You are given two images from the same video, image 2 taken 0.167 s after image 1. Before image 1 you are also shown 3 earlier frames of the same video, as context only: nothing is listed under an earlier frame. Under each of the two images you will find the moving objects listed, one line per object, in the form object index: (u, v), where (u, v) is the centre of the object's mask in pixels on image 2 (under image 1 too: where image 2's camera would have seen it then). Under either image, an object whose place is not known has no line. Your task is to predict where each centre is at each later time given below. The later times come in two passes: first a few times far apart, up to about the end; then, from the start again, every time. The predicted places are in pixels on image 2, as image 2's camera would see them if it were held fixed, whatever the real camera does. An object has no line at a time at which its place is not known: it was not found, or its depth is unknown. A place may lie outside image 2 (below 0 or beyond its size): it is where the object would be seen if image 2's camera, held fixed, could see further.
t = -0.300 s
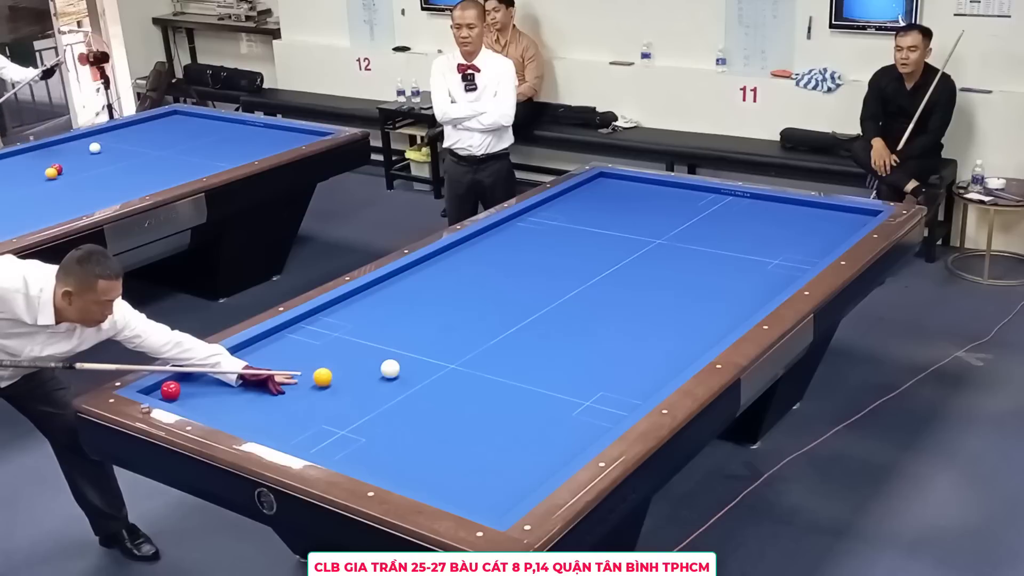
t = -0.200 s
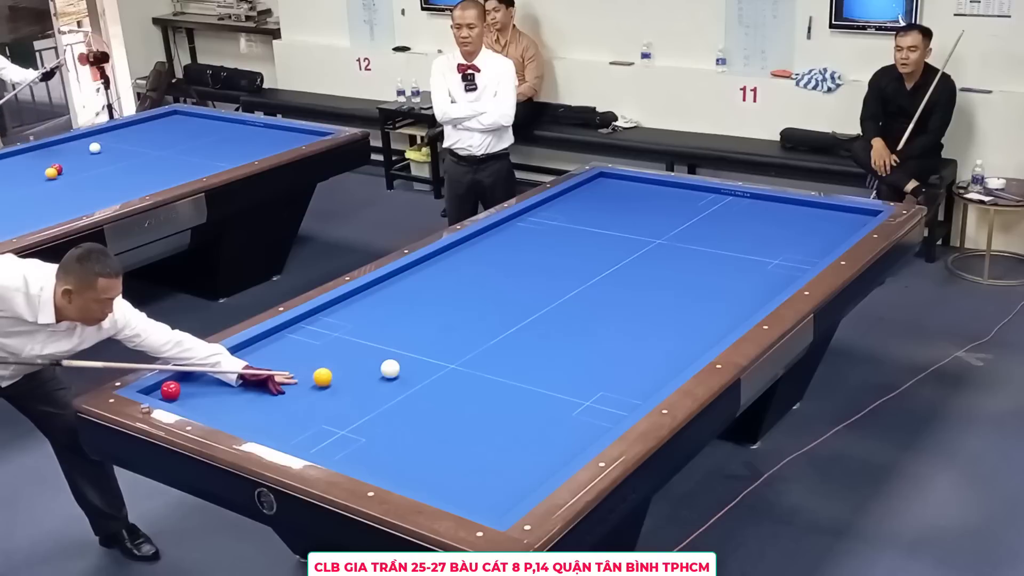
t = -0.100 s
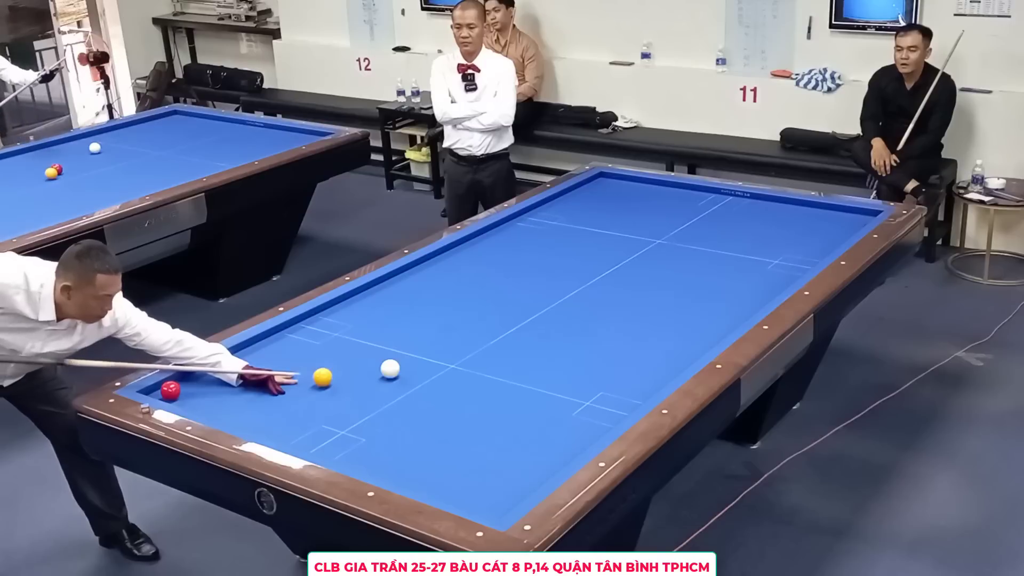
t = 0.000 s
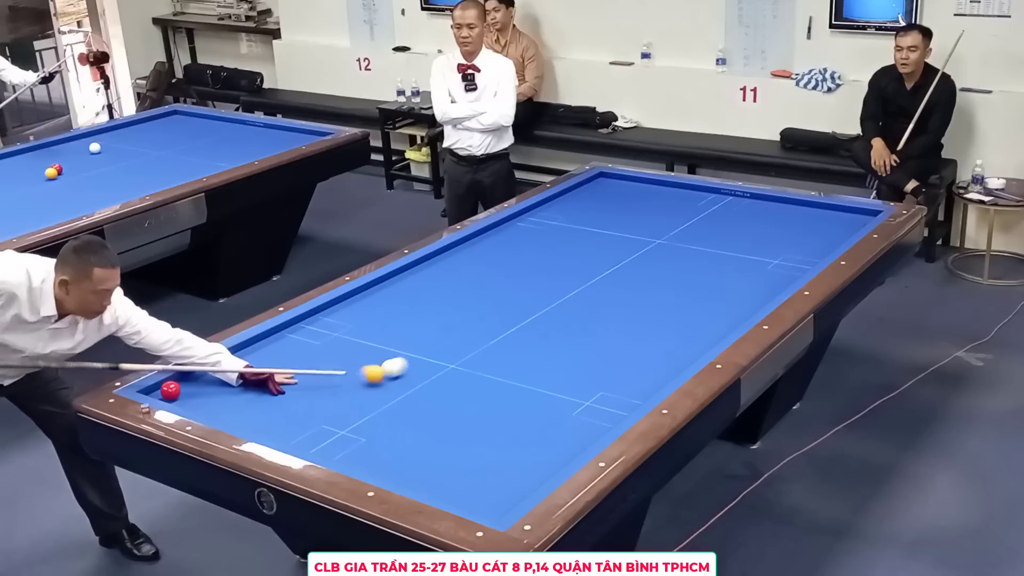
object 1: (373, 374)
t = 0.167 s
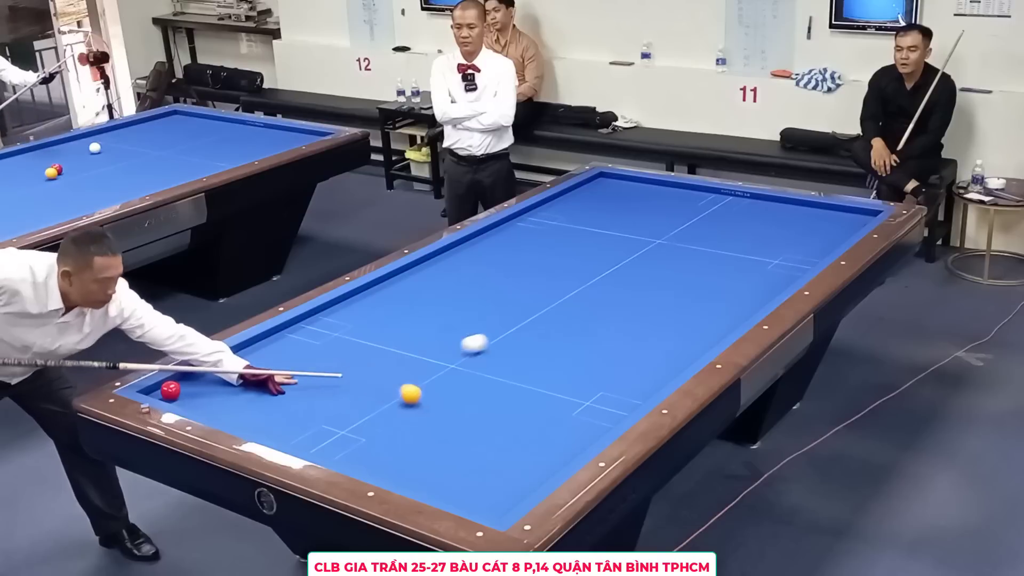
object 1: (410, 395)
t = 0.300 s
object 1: (447, 408)
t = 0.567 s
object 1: (527, 437)
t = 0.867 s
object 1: (526, 448)
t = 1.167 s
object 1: (456, 441)
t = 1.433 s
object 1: (397, 436)
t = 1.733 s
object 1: (333, 430)
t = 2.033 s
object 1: (273, 424)
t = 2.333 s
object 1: (225, 414)
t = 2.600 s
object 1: (203, 402)
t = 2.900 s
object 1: (190, 389)
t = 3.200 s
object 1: (196, 378)
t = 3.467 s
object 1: (200, 369)
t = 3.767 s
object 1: (217, 364)
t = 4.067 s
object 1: (234, 360)
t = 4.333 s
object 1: (248, 357)
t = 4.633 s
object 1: (262, 354)
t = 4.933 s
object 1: (275, 351)
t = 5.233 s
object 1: (287, 348)
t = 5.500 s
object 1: (296, 346)
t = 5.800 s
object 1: (305, 344)
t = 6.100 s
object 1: (314, 342)
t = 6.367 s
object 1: (320, 340)
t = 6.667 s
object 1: (302, 340)
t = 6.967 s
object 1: (287, 340)
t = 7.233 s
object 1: (273, 340)
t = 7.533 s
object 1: (260, 340)
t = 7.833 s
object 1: (259, 343)
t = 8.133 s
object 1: (260, 346)
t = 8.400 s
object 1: (261, 347)
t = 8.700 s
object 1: (262, 349)
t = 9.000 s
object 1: (263, 351)
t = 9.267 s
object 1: (263, 351)
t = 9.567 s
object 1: (264, 352)
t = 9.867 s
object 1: (265, 352)
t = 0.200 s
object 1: (419, 398)
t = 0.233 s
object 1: (428, 401)
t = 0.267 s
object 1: (437, 405)
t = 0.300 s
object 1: (447, 408)
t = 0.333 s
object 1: (456, 412)
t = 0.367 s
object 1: (466, 415)
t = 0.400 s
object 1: (476, 419)
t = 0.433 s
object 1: (486, 422)
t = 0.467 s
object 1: (496, 426)
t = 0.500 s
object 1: (506, 429)
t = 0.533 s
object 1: (516, 433)
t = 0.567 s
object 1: (527, 437)
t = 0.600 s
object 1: (537, 441)
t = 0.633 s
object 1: (548, 444)
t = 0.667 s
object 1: (558, 448)
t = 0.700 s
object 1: (568, 451)
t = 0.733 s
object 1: (565, 452)
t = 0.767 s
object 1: (555, 451)
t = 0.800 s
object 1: (544, 450)
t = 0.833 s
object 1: (535, 449)
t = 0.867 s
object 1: (526, 448)
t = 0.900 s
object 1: (518, 447)
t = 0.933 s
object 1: (510, 446)
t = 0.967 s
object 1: (502, 446)
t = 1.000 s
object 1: (494, 445)
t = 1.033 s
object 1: (486, 444)
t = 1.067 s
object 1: (479, 443)
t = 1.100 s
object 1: (471, 443)
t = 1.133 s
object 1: (463, 442)
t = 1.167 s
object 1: (456, 441)
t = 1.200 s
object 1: (448, 440)
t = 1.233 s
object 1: (441, 440)
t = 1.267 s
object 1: (433, 439)
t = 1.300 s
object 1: (426, 438)
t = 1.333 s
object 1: (419, 438)
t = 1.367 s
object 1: (411, 437)
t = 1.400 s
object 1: (404, 436)
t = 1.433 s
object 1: (397, 436)
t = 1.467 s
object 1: (389, 435)
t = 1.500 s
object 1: (382, 434)
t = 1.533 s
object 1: (375, 434)
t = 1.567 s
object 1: (368, 433)
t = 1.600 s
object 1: (361, 432)
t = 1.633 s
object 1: (354, 432)
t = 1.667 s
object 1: (347, 431)
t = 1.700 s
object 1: (340, 430)
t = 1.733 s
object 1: (333, 430)
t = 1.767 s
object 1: (327, 429)
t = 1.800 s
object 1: (320, 428)
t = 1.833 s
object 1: (313, 428)
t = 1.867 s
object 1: (306, 427)
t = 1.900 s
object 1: (299, 427)
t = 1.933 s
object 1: (292, 426)
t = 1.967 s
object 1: (286, 425)
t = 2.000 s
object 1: (279, 425)
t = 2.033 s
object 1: (273, 424)
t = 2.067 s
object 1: (266, 424)
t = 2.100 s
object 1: (260, 423)
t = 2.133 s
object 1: (254, 422)
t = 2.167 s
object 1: (247, 421)
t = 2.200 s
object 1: (241, 420)
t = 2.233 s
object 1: (235, 418)
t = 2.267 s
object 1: (230, 417)
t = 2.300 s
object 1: (228, 416)
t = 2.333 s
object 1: (225, 414)
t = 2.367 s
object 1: (222, 413)
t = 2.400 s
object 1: (219, 411)
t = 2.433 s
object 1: (216, 410)
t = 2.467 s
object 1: (213, 408)
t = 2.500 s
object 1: (211, 407)
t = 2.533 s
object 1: (208, 405)
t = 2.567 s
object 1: (205, 404)
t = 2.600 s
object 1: (203, 402)
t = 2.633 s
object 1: (200, 401)
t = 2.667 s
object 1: (197, 399)
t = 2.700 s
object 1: (195, 397)
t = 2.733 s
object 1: (192, 396)
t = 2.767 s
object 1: (190, 394)
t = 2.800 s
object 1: (188, 393)
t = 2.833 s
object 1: (189, 391)
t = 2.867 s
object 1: (190, 390)
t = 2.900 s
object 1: (190, 389)
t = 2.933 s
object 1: (191, 387)
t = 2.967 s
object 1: (191, 386)
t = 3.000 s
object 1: (192, 385)
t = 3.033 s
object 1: (193, 383)
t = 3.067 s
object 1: (193, 382)
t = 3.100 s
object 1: (194, 381)
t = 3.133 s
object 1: (195, 380)
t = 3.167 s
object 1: (195, 379)
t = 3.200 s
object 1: (196, 378)
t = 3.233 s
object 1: (196, 376)
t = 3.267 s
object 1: (197, 375)
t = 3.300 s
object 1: (198, 374)
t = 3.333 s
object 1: (198, 373)
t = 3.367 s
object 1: (198, 372)
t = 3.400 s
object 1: (199, 371)
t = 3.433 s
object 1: (200, 370)
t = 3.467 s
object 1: (200, 369)
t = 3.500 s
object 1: (201, 368)
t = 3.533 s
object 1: (203, 367)
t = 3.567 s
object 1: (205, 367)
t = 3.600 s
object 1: (207, 366)
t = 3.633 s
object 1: (209, 366)
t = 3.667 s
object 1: (211, 365)
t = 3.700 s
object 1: (213, 365)
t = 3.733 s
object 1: (215, 365)
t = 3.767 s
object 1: (217, 364)
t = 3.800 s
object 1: (219, 363)
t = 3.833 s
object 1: (221, 363)
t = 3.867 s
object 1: (223, 362)
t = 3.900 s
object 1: (225, 362)
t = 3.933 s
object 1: (227, 362)
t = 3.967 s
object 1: (229, 361)
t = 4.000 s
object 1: (231, 361)
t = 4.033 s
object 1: (232, 360)
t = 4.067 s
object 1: (234, 360)
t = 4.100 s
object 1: (236, 360)
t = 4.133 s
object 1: (238, 359)
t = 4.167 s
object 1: (239, 359)
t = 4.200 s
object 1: (241, 359)
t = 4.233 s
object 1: (243, 358)
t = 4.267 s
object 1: (245, 358)
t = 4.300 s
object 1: (246, 357)
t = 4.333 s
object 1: (248, 357)
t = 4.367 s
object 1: (249, 357)
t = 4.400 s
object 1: (251, 356)
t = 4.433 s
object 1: (253, 356)
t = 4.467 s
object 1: (254, 355)
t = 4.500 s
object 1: (256, 355)
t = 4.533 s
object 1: (257, 355)
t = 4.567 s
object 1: (259, 354)
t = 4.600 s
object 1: (261, 354)
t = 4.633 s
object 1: (262, 354)
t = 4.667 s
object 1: (263, 354)
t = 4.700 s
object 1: (265, 353)
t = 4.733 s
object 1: (266, 353)
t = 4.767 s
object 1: (268, 352)
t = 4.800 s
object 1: (269, 352)
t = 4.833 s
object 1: (271, 352)
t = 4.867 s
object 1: (272, 351)
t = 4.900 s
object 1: (274, 351)
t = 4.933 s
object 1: (275, 351)
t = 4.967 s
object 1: (276, 350)
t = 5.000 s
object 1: (278, 350)
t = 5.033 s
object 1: (279, 350)
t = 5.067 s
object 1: (280, 349)
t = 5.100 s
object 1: (282, 349)
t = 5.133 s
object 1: (283, 349)
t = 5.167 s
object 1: (284, 349)
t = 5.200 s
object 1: (285, 348)
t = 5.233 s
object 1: (287, 348)
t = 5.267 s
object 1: (288, 348)
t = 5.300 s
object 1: (289, 348)
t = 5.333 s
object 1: (290, 347)
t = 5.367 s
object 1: (291, 347)
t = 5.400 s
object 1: (293, 347)
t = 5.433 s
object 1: (294, 347)
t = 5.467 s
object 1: (295, 346)
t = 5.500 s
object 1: (296, 346)
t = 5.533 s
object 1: (297, 346)
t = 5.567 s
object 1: (298, 346)
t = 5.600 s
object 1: (299, 345)
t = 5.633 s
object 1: (300, 345)
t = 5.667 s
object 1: (301, 345)
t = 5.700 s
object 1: (302, 344)
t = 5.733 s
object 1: (303, 344)
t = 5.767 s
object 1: (304, 344)
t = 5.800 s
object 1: (305, 344)
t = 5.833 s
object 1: (306, 343)
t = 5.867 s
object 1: (307, 343)
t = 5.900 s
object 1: (308, 343)
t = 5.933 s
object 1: (309, 343)
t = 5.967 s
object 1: (310, 342)
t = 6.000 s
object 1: (311, 342)
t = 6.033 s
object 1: (312, 342)
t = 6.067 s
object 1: (313, 342)
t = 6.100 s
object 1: (314, 342)
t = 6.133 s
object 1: (315, 341)
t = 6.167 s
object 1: (315, 341)
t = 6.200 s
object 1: (316, 341)
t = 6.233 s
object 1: (317, 341)
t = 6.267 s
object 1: (318, 341)
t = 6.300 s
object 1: (319, 341)
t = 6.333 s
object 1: (319, 341)
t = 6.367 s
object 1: (320, 340)
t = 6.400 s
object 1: (319, 340)
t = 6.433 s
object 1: (316, 340)
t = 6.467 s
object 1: (314, 340)
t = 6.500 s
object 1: (312, 340)
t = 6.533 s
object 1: (310, 340)
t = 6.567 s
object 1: (308, 340)
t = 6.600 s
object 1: (306, 340)
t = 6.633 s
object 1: (304, 340)
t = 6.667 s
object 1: (302, 340)
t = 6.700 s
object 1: (301, 340)
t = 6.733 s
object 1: (299, 340)
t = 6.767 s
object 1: (297, 340)
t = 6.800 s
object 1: (295, 341)
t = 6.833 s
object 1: (293, 340)
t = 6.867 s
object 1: (292, 340)
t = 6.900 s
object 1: (290, 341)
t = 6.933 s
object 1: (288, 340)
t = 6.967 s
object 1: (287, 340)
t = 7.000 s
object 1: (285, 340)
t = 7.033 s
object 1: (283, 340)
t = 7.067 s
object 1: (282, 340)
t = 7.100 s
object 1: (280, 340)
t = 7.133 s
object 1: (278, 340)
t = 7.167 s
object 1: (277, 340)
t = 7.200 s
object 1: (275, 340)
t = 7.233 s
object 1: (273, 340)
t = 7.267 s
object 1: (272, 340)
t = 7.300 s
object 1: (270, 340)
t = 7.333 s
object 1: (269, 340)
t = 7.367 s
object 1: (267, 340)
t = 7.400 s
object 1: (266, 340)
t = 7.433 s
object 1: (264, 340)
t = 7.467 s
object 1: (263, 340)
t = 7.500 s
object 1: (261, 340)
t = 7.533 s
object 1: (260, 340)
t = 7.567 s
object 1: (258, 341)
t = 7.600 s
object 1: (258, 341)
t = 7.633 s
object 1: (258, 341)
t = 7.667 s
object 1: (258, 341)
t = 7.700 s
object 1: (258, 342)
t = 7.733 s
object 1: (258, 342)
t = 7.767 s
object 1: (258, 342)
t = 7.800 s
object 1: (259, 343)
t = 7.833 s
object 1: (259, 343)
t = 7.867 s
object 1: (259, 343)
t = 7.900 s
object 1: (259, 343)
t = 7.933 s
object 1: (260, 344)
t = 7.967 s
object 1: (260, 344)
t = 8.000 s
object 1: (260, 344)
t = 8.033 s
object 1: (260, 345)
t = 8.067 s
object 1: (260, 345)
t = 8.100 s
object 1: (260, 345)
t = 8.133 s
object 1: (260, 346)
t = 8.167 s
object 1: (260, 346)
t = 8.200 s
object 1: (260, 346)
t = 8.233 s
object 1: (261, 346)
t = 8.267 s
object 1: (261, 347)
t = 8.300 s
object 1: (261, 347)
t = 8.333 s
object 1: (261, 347)
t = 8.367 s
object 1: (261, 347)
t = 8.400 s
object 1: (261, 347)
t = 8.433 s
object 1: (261, 348)
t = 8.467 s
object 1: (261, 348)
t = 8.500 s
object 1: (262, 348)
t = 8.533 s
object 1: (262, 348)
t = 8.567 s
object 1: (262, 349)
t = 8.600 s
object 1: (262, 349)
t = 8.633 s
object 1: (262, 349)
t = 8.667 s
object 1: (262, 349)
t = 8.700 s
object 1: (262, 349)
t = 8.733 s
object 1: (262, 349)
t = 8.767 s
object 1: (262, 350)
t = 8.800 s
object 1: (262, 350)
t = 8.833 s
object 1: (262, 350)
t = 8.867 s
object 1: (262, 350)
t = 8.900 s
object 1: (263, 350)
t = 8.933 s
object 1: (263, 350)
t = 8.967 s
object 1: (263, 350)
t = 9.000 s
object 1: (263, 351)
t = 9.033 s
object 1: (263, 351)
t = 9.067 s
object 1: (263, 351)
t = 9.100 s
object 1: (263, 351)
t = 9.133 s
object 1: (263, 351)
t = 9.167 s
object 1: (263, 351)
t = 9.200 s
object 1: (263, 351)
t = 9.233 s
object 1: (263, 351)
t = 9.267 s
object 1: (263, 351)
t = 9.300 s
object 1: (264, 351)
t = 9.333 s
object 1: (264, 352)
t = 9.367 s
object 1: (264, 352)
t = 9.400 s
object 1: (264, 352)
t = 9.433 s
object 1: (264, 352)
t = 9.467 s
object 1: (264, 352)
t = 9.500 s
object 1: (264, 352)
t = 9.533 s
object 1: (264, 352)
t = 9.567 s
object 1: (264, 352)
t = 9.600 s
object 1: (264, 352)
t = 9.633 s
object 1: (264, 352)
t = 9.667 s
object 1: (265, 352)
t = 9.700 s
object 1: (265, 352)
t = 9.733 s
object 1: (265, 352)
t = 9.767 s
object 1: (265, 352)
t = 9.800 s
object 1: (265, 352)
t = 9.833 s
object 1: (265, 352)
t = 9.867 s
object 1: (265, 352)
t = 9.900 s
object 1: (265, 352)
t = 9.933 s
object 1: (265, 352)
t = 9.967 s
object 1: (265, 352)
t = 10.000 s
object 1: (265, 352)
